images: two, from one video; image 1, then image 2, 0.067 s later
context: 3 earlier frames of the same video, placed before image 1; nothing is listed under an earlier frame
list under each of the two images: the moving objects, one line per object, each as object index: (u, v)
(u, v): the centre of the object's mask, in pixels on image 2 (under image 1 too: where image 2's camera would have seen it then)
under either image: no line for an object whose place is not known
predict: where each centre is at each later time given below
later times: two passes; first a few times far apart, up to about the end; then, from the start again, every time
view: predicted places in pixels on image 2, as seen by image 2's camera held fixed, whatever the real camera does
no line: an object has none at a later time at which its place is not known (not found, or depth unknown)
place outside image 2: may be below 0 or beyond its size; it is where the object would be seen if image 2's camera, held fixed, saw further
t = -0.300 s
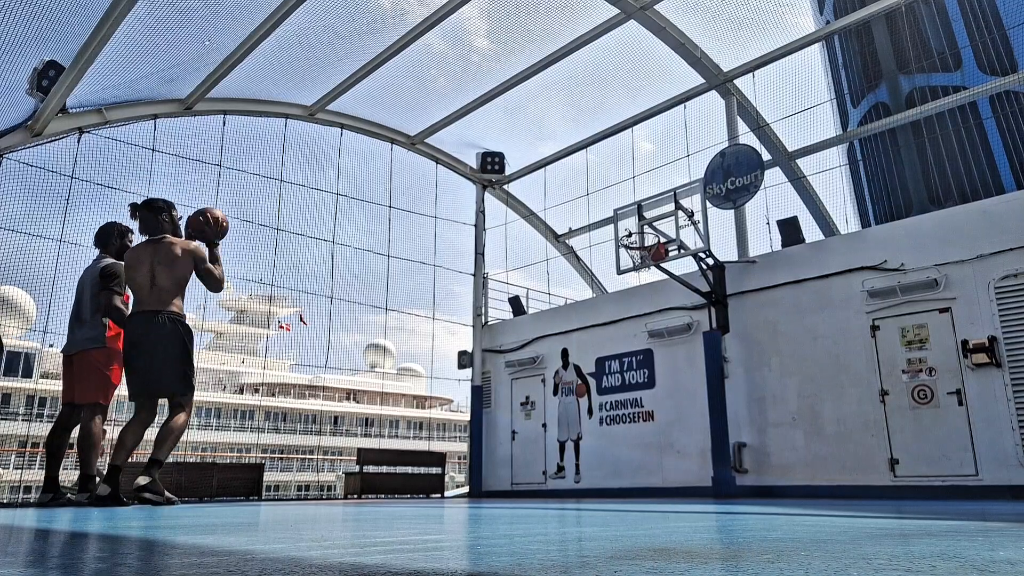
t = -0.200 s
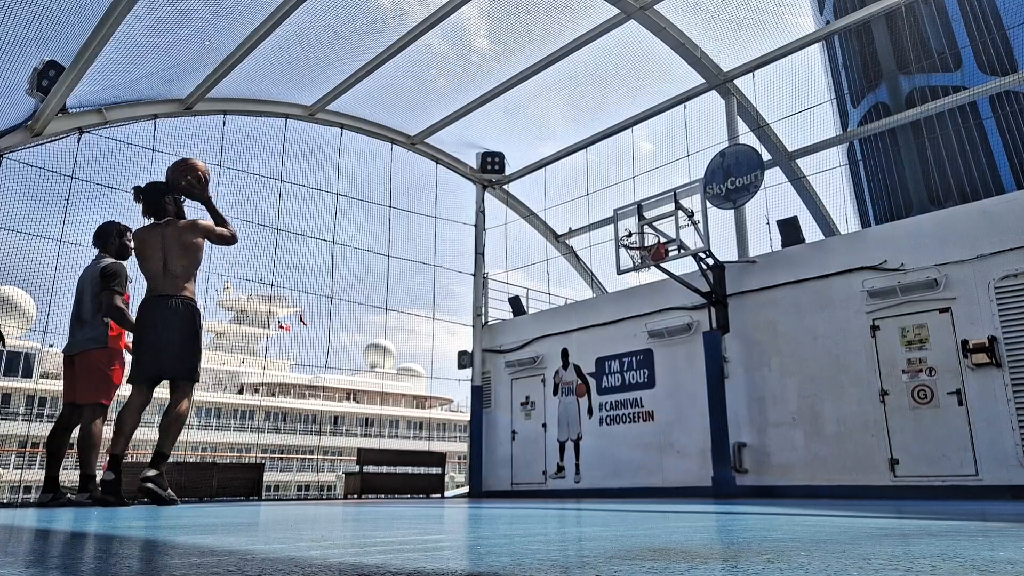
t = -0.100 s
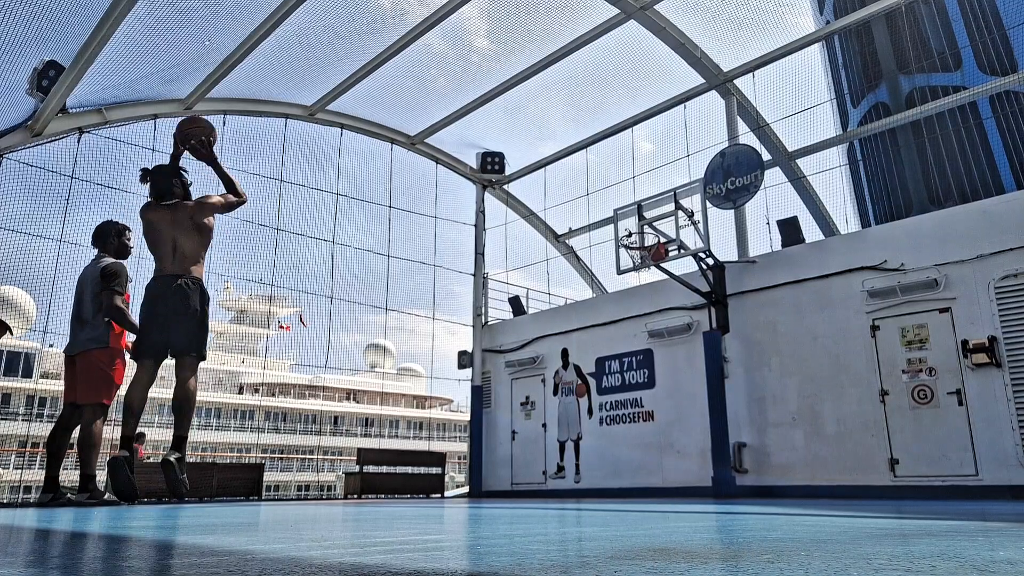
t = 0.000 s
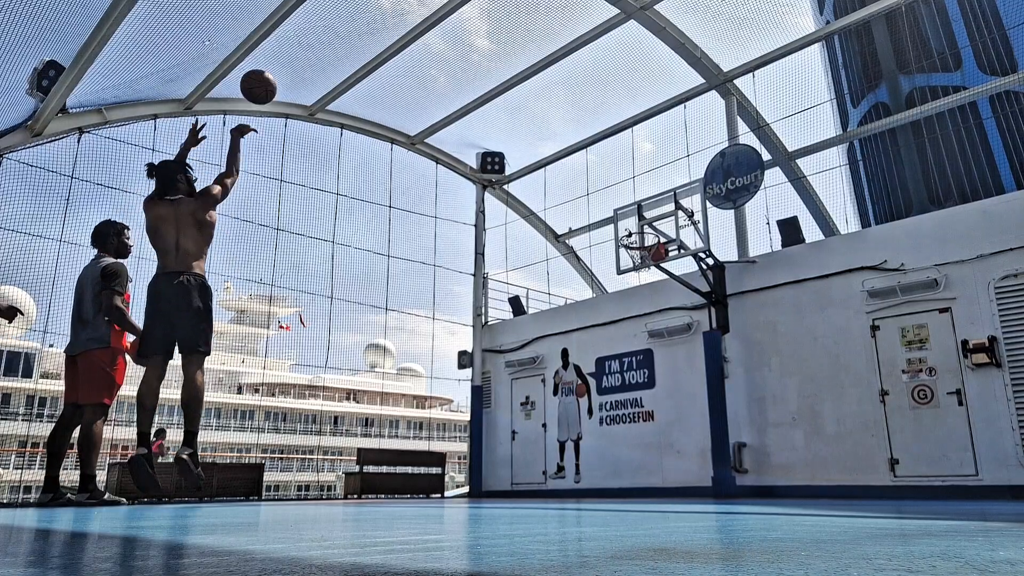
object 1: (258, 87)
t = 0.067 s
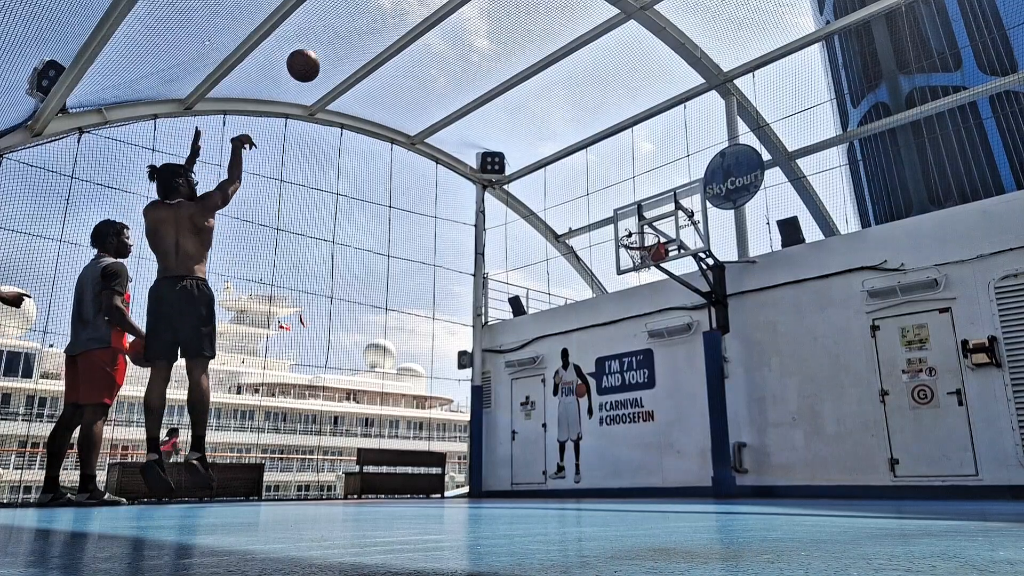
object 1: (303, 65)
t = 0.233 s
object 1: (393, 43)
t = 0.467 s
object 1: (488, 59)
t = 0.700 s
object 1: (560, 114)
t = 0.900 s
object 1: (612, 187)
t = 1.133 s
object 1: (653, 230)
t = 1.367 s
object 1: (632, 225)
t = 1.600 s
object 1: (629, 227)
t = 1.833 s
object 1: (637, 251)
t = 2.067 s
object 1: (647, 272)
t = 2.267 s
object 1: (649, 311)
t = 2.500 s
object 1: (655, 403)
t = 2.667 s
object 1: (659, 477)
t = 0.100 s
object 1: (323, 58)
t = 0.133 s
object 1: (342, 51)
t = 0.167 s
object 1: (360, 47)
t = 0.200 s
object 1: (377, 44)
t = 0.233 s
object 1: (393, 43)
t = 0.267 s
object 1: (409, 42)
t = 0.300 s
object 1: (423, 42)
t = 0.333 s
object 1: (437, 44)
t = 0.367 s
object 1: (451, 47)
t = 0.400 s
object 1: (463, 50)
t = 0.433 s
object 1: (476, 54)
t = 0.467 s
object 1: (488, 59)
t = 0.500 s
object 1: (499, 65)
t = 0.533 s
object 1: (510, 71)
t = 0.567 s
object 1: (521, 78)
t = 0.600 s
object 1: (531, 86)
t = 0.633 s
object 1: (541, 95)
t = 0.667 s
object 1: (551, 104)
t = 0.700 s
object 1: (560, 114)
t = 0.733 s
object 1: (569, 125)
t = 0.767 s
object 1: (578, 136)
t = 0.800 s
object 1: (587, 148)
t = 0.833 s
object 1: (595, 160)
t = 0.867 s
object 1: (603, 174)
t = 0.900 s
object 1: (612, 187)
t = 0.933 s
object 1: (620, 201)
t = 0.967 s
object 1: (628, 215)
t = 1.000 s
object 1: (634, 226)
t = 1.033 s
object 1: (639, 226)
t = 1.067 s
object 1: (644, 226)
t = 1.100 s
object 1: (649, 228)
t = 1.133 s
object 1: (653, 230)
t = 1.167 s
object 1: (653, 231)
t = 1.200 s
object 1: (649, 228)
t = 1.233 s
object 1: (644, 227)
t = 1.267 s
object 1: (639, 227)
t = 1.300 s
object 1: (635, 228)
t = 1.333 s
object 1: (633, 227)
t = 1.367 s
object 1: (632, 225)
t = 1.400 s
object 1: (631, 222)
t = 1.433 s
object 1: (631, 221)
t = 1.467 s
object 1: (630, 221)
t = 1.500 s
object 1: (630, 221)
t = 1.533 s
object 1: (630, 223)
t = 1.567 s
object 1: (629, 225)
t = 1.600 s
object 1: (629, 227)
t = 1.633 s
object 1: (629, 231)
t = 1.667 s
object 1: (628, 236)
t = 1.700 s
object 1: (630, 238)
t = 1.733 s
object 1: (632, 240)
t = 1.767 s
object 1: (635, 242)
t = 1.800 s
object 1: (637, 246)
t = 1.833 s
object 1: (637, 251)
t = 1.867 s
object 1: (637, 259)
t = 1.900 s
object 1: (641, 263)
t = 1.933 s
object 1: (645, 266)
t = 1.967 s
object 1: (646, 267)
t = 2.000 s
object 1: (646, 266)
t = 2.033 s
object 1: (647, 270)
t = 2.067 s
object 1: (647, 272)
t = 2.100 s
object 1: (647, 277)
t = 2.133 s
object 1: (647, 282)
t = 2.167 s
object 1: (648, 288)
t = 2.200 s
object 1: (648, 295)
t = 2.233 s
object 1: (649, 303)
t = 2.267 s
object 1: (649, 311)
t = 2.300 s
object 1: (650, 321)
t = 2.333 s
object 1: (651, 332)
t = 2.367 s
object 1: (652, 343)
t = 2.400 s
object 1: (652, 357)
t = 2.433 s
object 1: (653, 371)
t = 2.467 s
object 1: (654, 386)
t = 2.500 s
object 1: (655, 403)
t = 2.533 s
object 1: (656, 420)
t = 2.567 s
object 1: (657, 440)
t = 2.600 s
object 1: (658, 460)
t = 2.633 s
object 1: (660, 482)
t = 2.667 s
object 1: (659, 477)
